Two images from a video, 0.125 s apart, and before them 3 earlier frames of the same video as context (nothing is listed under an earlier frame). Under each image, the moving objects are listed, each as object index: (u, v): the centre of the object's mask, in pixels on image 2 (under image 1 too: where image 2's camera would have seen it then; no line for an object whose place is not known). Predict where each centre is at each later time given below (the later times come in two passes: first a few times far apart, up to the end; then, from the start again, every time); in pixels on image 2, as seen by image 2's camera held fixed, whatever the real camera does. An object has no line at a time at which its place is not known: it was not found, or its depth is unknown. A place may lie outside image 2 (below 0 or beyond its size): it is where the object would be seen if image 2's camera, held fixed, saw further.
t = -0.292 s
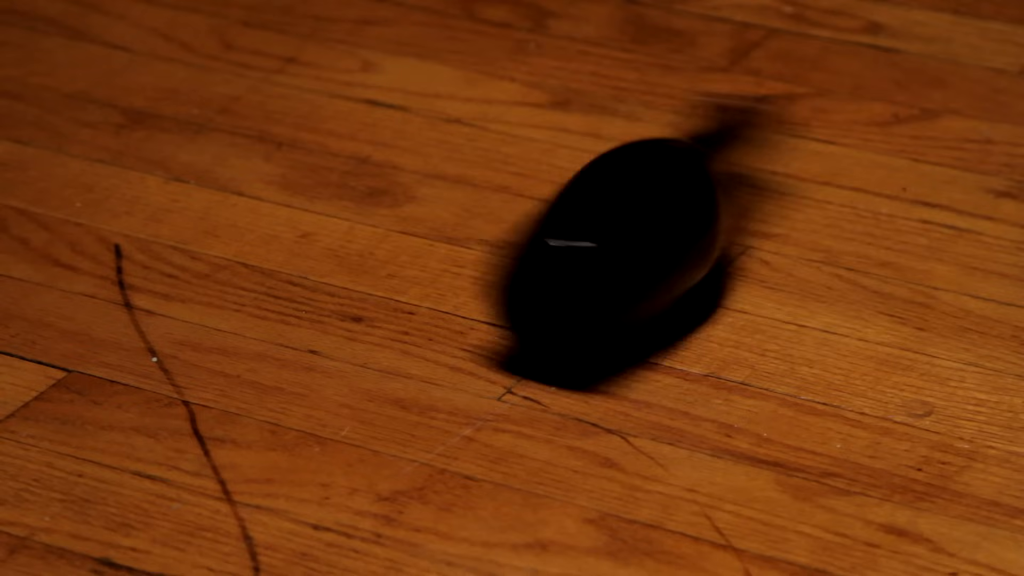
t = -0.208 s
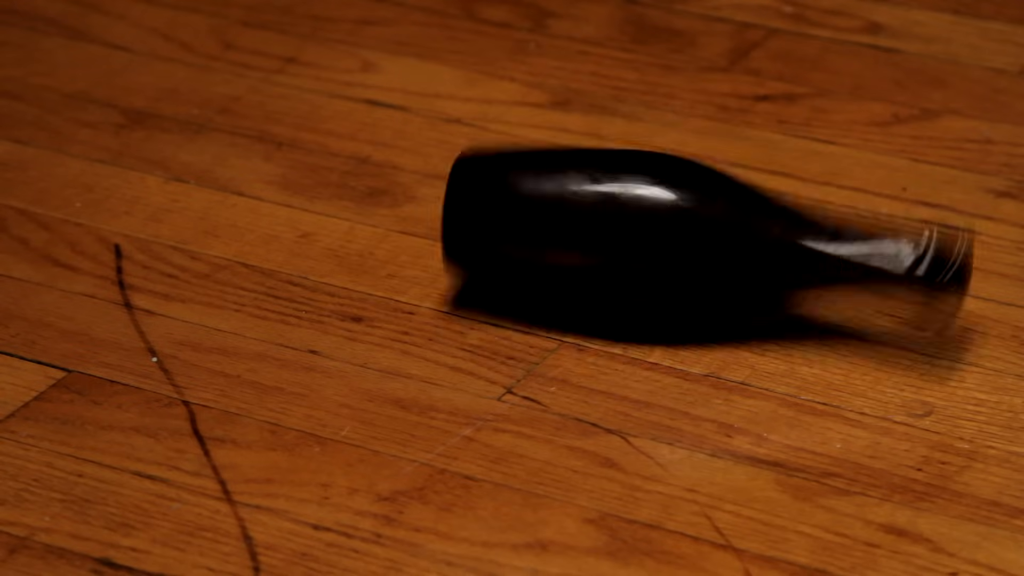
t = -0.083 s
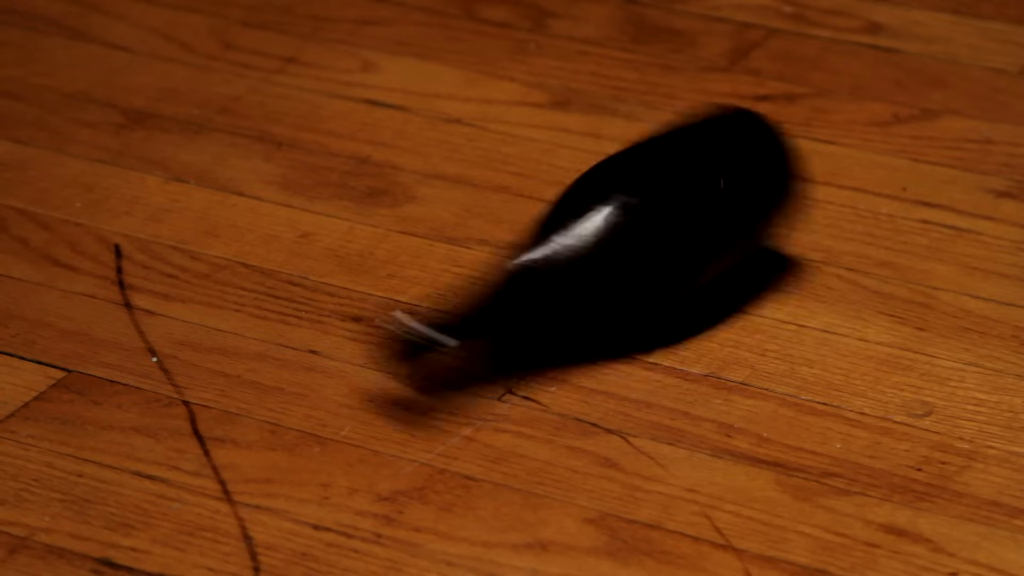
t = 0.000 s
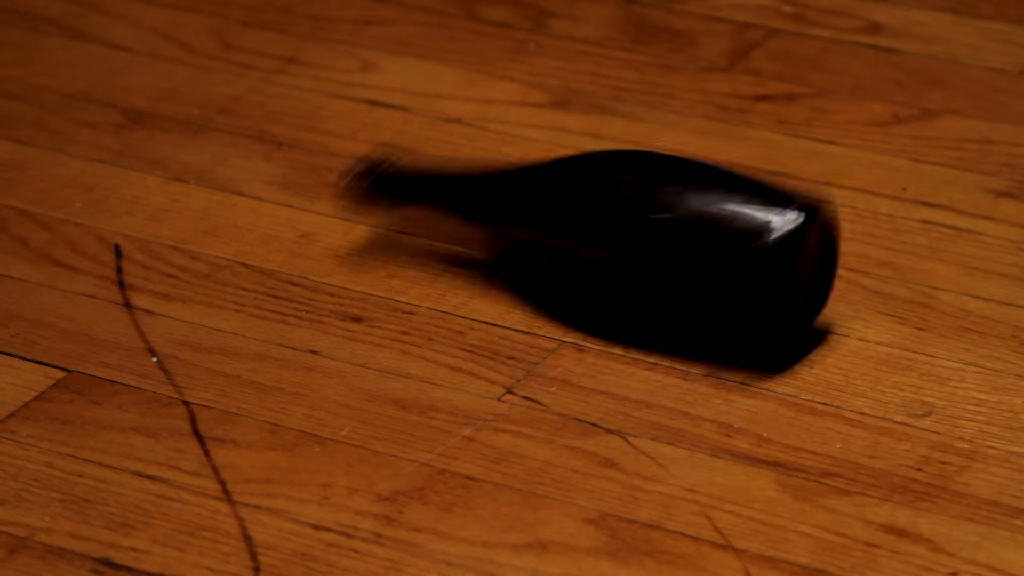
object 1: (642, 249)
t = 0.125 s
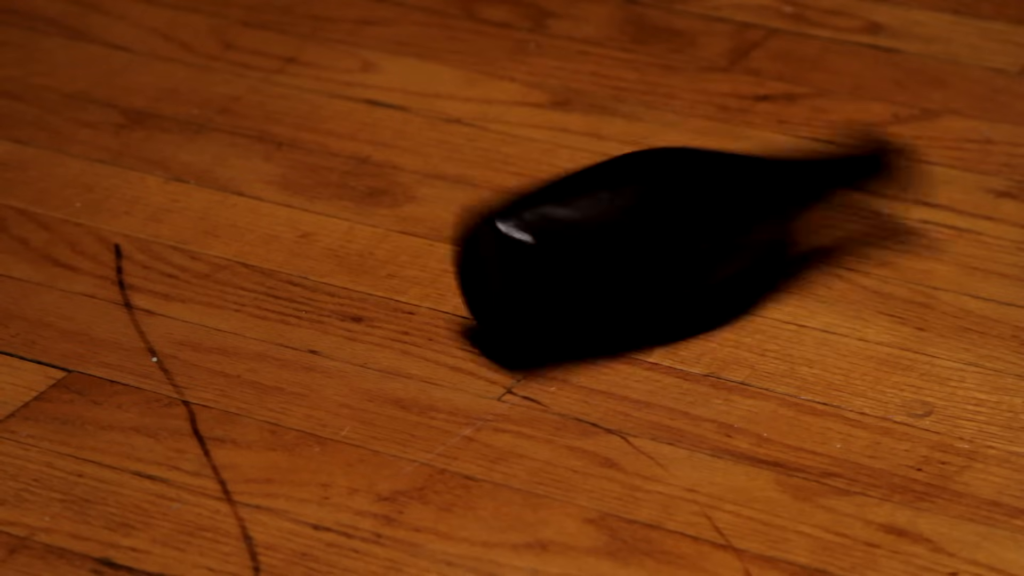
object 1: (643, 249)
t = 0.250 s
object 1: (647, 251)
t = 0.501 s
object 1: (645, 250)
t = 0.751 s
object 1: (628, 249)
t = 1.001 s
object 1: (669, 267)
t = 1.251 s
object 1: (641, 266)
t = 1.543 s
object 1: (609, 253)
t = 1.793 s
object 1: (674, 260)
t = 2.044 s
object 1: (640, 258)
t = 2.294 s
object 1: (629, 253)
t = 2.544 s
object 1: (665, 252)
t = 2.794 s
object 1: (636, 255)
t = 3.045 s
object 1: (640, 266)
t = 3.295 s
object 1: (642, 249)
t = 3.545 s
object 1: (621, 246)
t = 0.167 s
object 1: (670, 248)
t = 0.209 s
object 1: (673, 260)
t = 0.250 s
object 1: (647, 251)
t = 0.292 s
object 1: (631, 264)
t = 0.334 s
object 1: (628, 249)
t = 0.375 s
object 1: (637, 245)
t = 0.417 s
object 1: (643, 251)
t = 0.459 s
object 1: (640, 259)
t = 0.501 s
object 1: (645, 250)
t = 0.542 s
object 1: (667, 244)
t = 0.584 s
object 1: (661, 249)
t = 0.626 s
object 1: (638, 253)
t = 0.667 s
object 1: (635, 260)
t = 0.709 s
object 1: (630, 253)
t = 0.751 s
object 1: (628, 249)
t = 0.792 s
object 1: (640, 251)
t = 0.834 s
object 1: (640, 262)
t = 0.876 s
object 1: (632, 263)
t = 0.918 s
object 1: (642, 251)
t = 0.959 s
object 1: (665, 252)
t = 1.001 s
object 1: (669, 267)
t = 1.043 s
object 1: (639, 266)
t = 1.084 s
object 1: (627, 270)
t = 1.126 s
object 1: (626, 256)
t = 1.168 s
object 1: (626, 251)
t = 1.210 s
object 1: (636, 256)
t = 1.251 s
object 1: (641, 266)
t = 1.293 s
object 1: (628, 255)
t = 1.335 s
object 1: (643, 244)
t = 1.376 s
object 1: (686, 255)
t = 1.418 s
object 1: (643, 258)
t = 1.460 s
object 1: (634, 263)
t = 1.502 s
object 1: (620, 262)
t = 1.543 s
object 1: (609, 253)
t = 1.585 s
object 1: (639, 248)
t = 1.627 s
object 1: (641, 257)
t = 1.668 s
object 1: (637, 261)
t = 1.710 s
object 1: (643, 249)
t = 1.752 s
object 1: (670, 247)
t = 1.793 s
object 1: (674, 260)
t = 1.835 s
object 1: (646, 248)
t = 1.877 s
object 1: (630, 265)
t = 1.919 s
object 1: (636, 246)
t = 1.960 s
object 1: (630, 245)
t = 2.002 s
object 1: (643, 251)
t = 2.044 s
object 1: (640, 258)
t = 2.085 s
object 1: (642, 251)
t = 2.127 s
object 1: (667, 244)
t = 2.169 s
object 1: (678, 258)
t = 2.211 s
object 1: (645, 264)
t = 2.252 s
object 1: (633, 266)
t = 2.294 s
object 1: (629, 253)
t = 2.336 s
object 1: (627, 249)
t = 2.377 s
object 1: (644, 252)
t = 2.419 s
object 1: (642, 263)
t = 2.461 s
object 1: (632, 263)
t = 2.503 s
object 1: (641, 252)
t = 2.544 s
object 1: (665, 252)
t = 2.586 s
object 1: (669, 267)
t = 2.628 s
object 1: (639, 266)
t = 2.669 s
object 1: (628, 268)
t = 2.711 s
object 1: (629, 255)
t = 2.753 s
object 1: (626, 252)
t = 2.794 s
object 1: (636, 255)
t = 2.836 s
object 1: (641, 266)
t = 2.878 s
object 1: (639, 260)
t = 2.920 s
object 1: (672, 249)
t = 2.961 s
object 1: (669, 255)
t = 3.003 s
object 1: (654, 264)
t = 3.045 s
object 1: (640, 266)
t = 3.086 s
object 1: (621, 270)
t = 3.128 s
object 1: (620, 251)
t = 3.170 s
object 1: (642, 249)
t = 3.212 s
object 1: (642, 258)
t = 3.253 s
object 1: (637, 261)
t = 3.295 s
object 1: (642, 249)
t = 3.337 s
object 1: (670, 248)
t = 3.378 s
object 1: (674, 260)
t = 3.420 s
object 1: (646, 249)
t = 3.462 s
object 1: (632, 263)
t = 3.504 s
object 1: (631, 248)
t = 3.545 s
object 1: (621, 246)
